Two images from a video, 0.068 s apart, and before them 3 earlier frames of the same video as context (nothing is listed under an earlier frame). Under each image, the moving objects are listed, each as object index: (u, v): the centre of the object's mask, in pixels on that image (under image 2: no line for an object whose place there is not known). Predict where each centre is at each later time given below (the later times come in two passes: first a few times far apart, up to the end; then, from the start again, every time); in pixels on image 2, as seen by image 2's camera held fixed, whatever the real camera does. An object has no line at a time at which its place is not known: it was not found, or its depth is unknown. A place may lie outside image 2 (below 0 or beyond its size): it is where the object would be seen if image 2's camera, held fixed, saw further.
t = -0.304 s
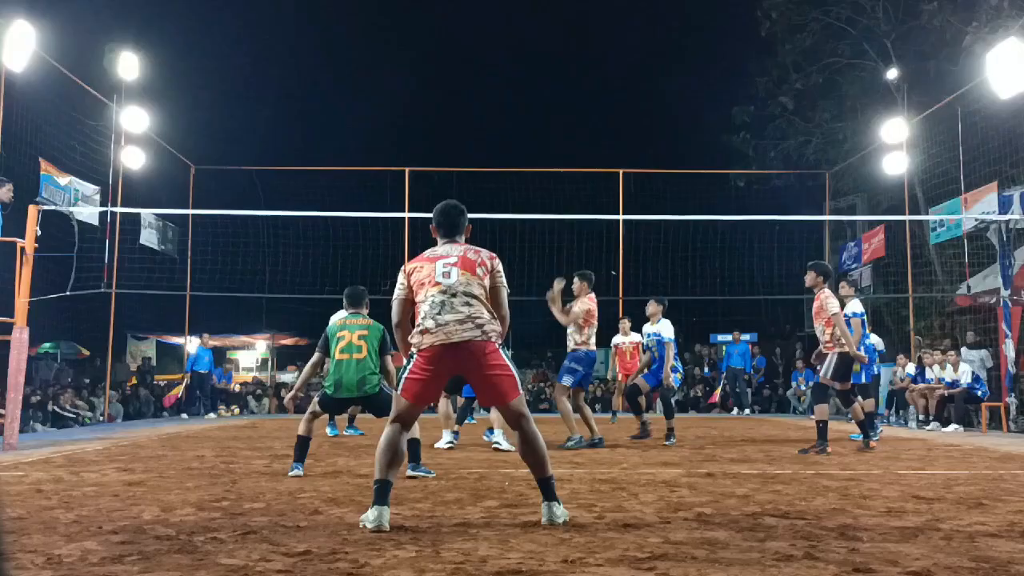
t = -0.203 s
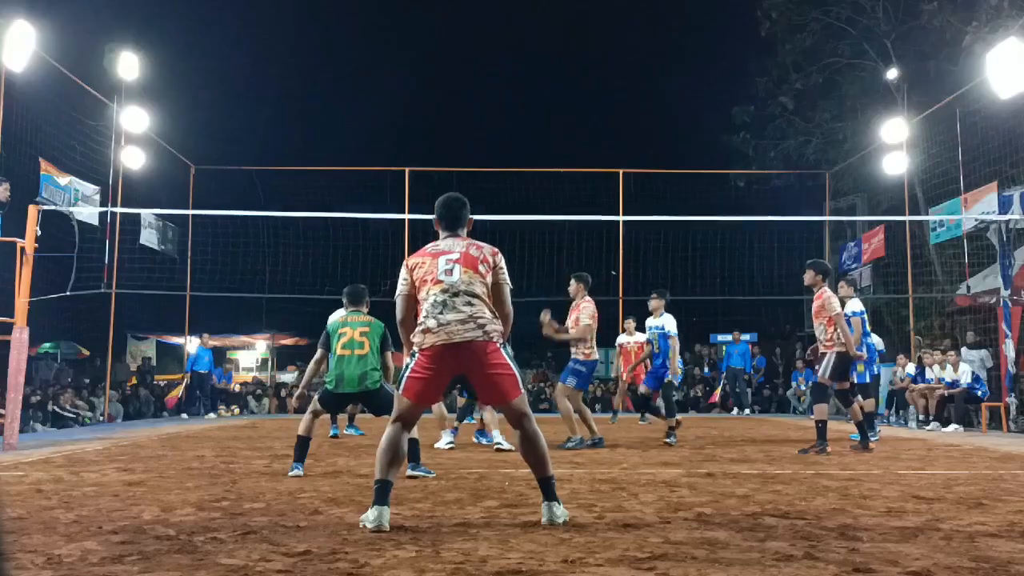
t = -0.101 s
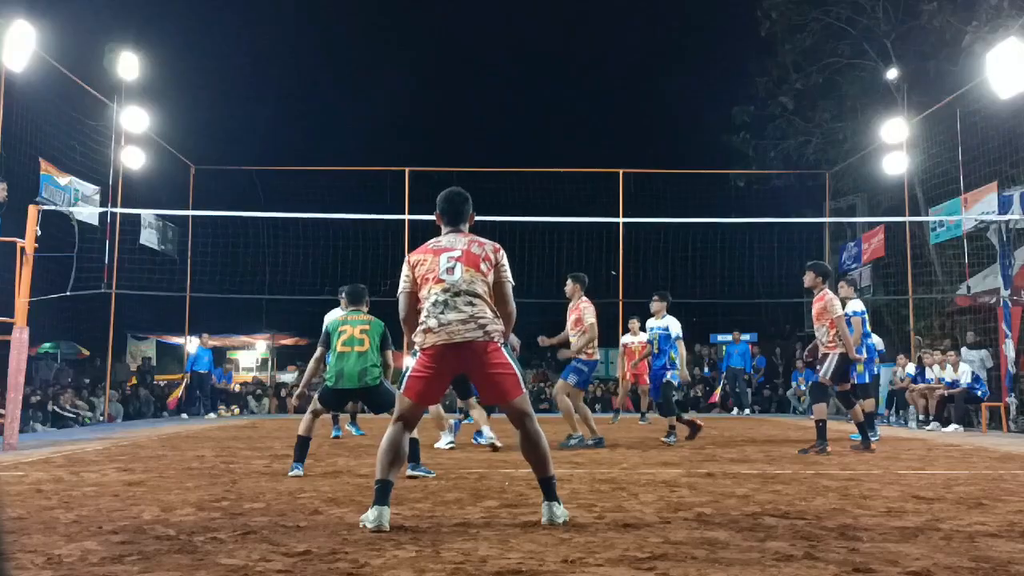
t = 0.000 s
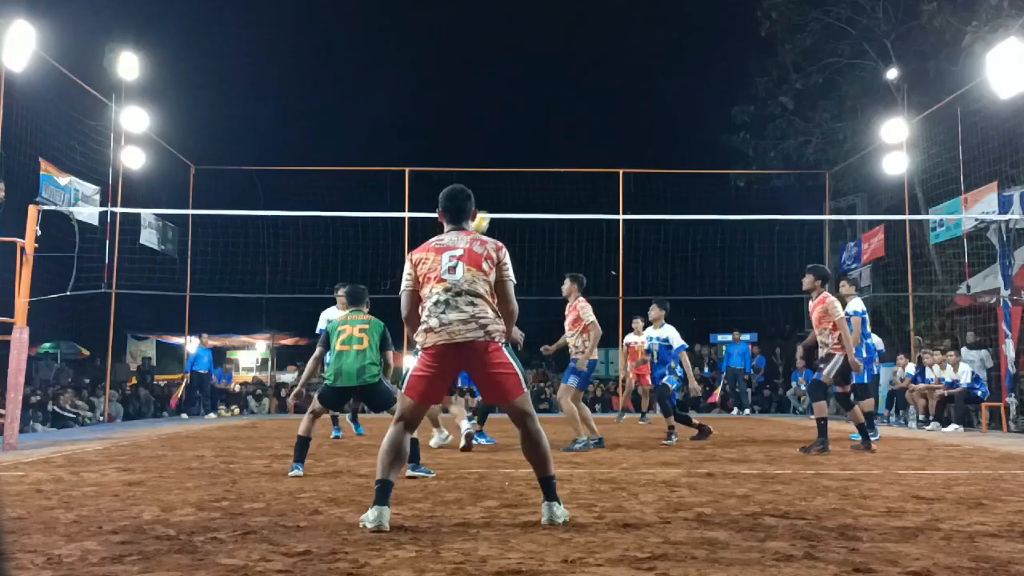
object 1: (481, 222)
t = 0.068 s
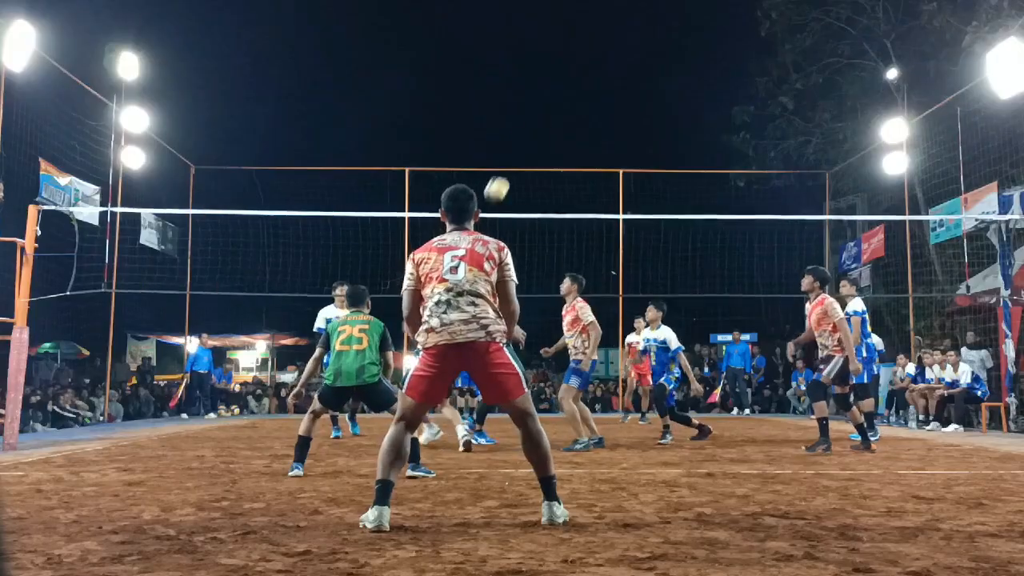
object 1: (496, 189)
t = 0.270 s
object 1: (555, 110)
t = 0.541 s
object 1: (639, 60)
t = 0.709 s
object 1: (697, 66)
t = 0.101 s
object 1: (506, 173)
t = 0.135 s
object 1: (515, 158)
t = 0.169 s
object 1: (525, 145)
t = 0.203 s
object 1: (535, 132)
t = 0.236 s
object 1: (544, 120)
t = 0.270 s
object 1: (555, 110)
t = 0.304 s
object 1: (565, 99)
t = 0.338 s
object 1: (575, 91)
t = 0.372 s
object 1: (586, 83)
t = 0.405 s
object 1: (596, 76)
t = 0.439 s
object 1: (606, 71)
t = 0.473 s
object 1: (617, 66)
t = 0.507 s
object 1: (628, 62)
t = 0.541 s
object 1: (639, 60)
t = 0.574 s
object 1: (651, 59)
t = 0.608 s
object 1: (662, 59)
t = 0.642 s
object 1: (674, 60)
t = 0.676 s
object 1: (685, 62)
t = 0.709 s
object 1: (697, 66)
